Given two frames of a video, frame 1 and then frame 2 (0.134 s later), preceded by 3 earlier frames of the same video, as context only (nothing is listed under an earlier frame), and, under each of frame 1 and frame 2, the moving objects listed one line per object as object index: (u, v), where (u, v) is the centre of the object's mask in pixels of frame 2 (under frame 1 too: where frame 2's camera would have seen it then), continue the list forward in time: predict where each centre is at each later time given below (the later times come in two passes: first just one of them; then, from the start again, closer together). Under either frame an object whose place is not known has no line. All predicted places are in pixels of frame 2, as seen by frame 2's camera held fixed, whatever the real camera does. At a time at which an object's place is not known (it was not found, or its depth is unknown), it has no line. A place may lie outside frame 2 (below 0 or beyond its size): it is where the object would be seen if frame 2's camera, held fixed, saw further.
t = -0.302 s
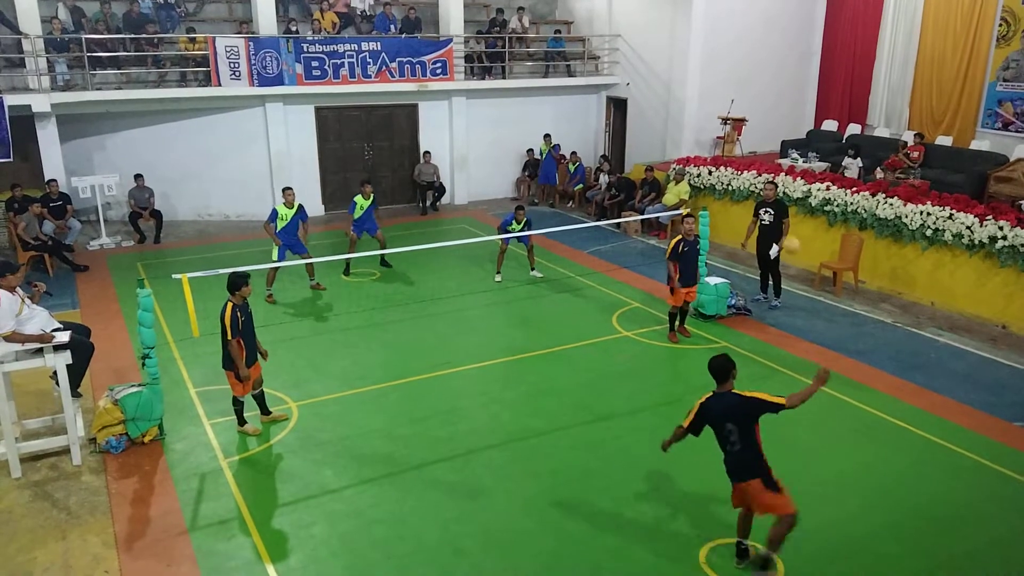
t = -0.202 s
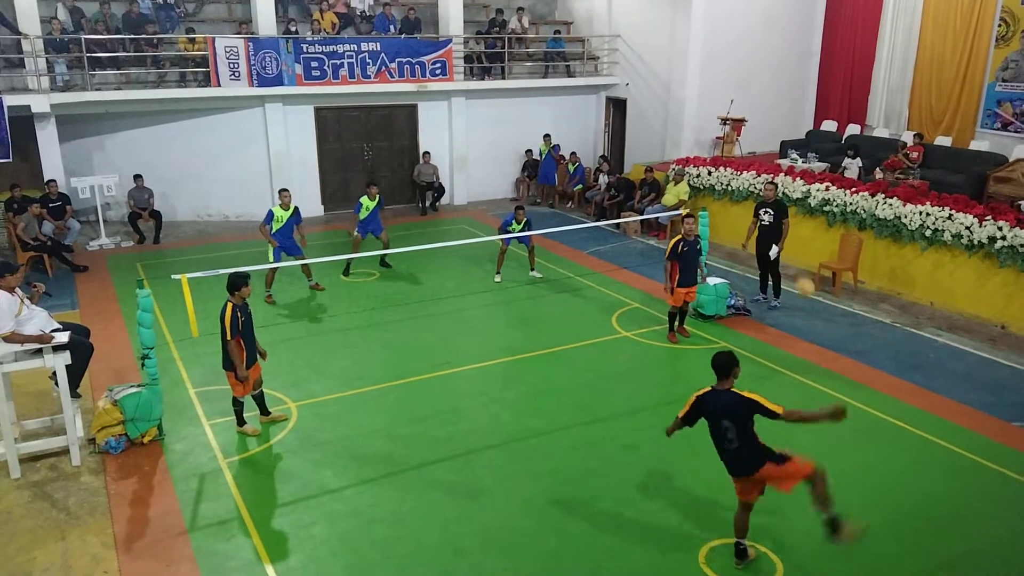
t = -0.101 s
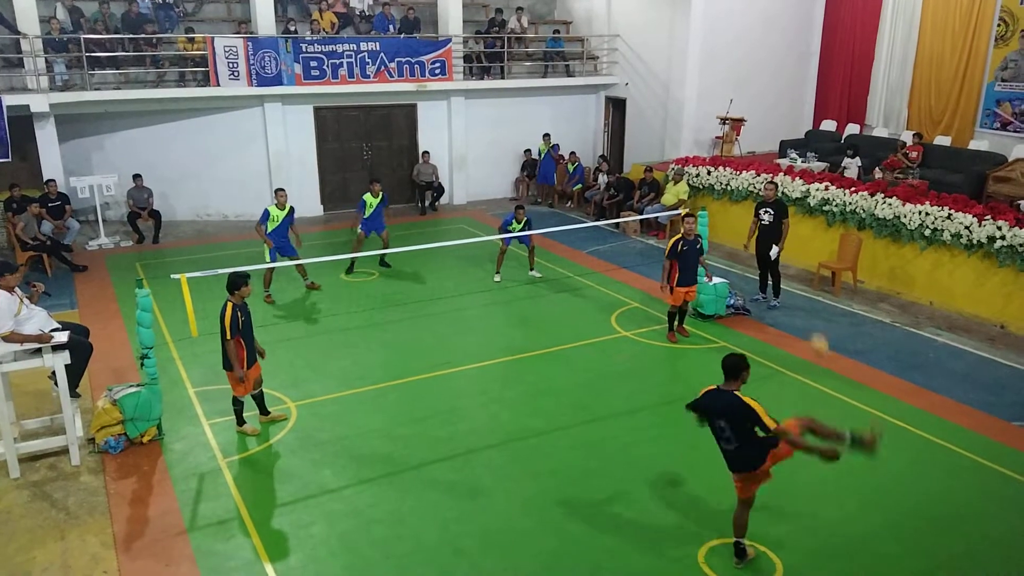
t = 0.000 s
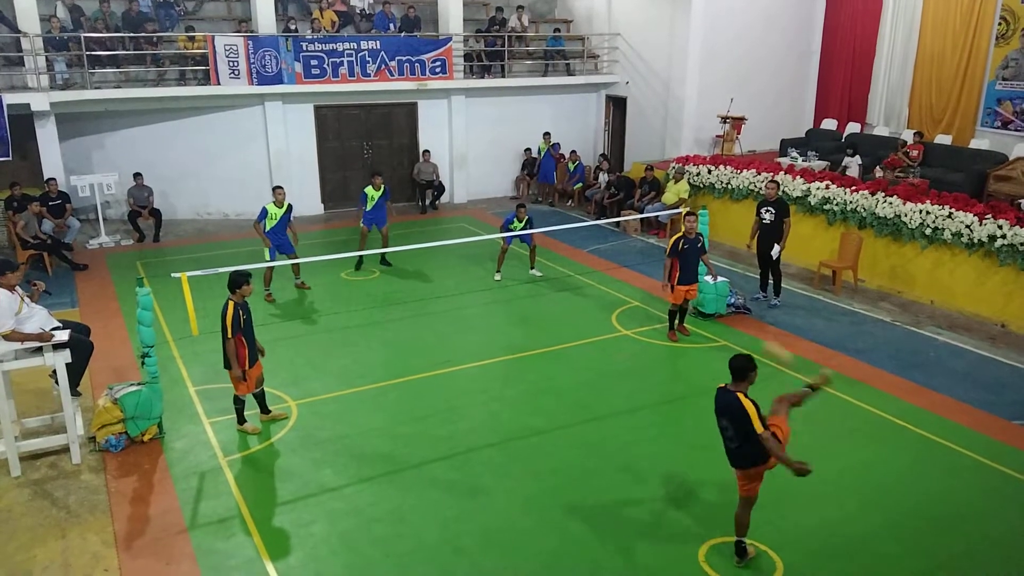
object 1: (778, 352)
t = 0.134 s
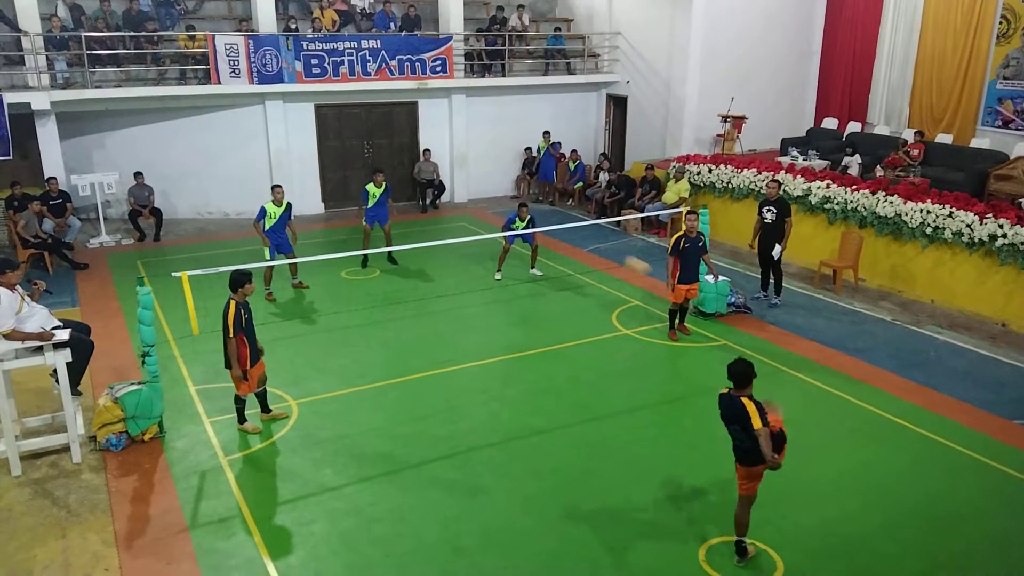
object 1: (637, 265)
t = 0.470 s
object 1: (401, 191)
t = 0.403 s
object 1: (435, 194)
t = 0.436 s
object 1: (419, 192)
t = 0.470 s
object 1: (401, 191)
